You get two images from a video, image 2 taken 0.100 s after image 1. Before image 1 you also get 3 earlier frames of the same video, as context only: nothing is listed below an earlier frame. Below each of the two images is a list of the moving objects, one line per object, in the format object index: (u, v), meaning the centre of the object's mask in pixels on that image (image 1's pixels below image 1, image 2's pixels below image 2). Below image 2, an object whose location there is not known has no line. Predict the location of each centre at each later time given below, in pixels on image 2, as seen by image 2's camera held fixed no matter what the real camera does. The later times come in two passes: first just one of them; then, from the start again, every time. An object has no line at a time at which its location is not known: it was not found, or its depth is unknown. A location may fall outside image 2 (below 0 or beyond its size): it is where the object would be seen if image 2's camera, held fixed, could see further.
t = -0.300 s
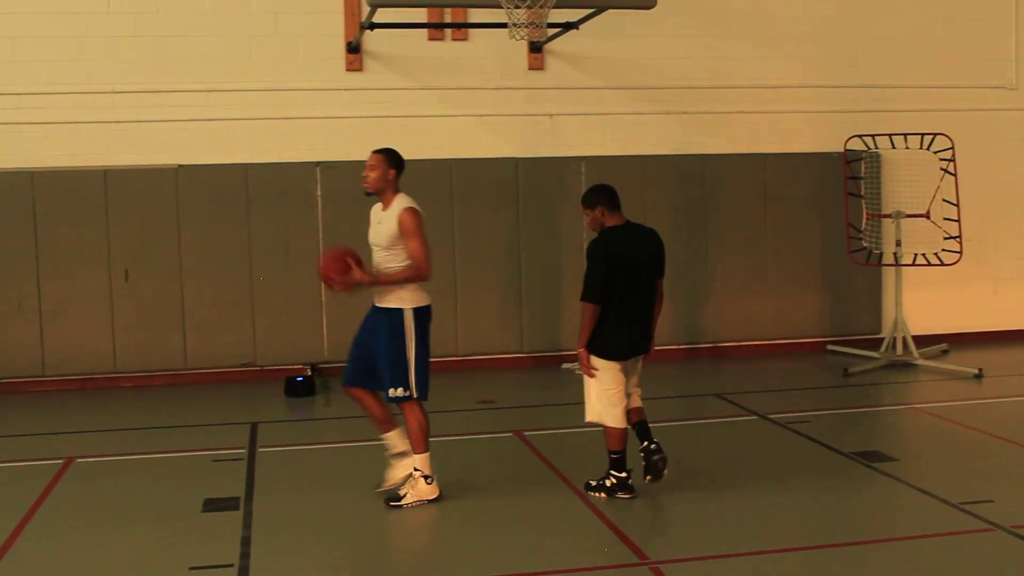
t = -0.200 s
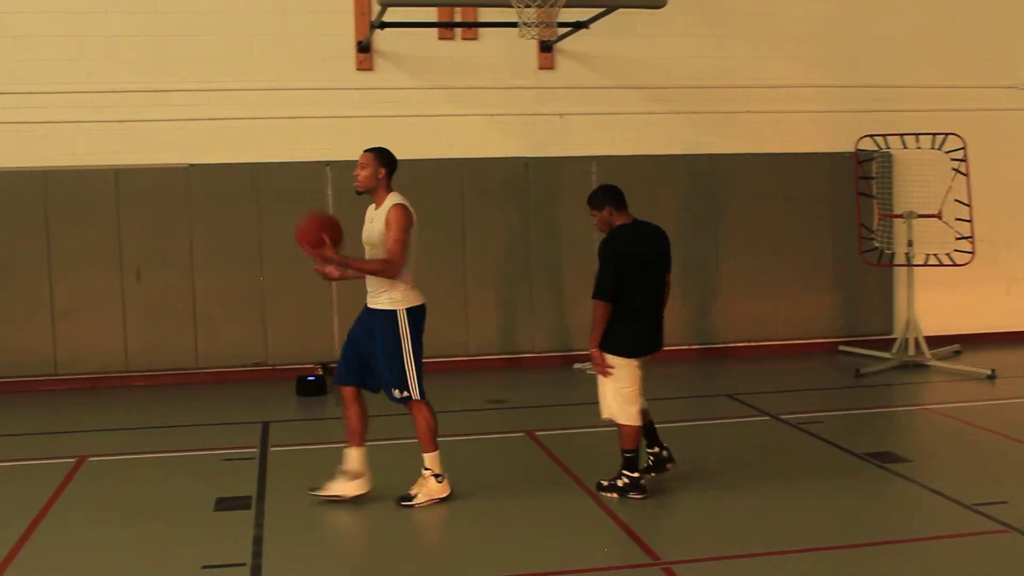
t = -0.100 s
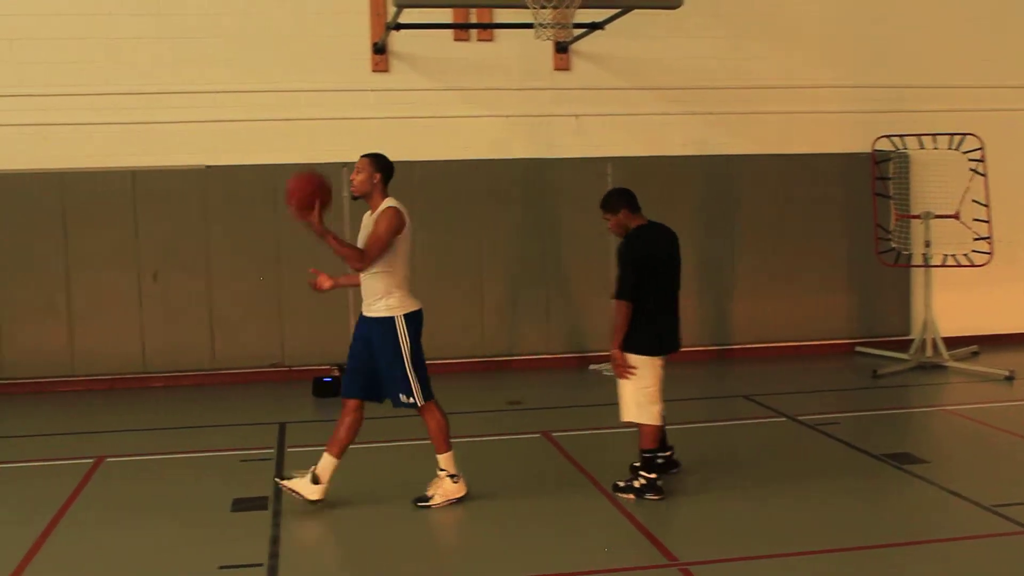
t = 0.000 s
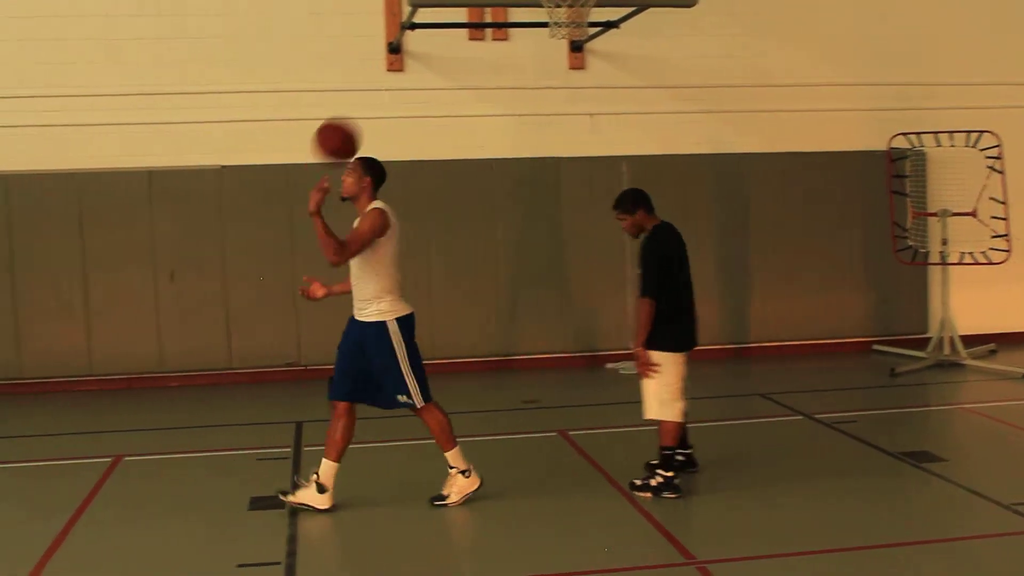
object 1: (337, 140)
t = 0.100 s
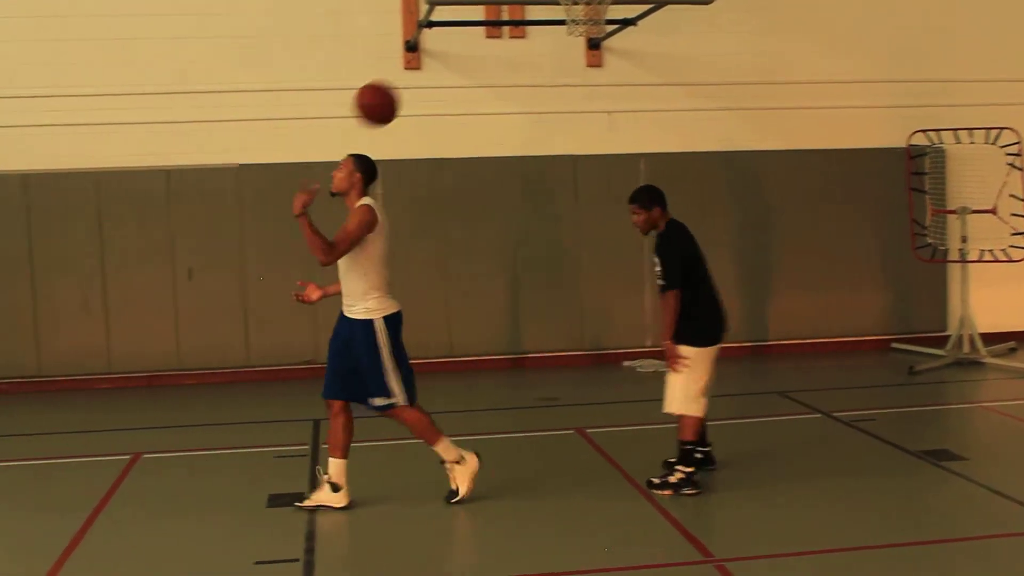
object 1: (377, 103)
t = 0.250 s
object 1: (410, 87)
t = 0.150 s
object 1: (387, 94)
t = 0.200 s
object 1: (398, 89)
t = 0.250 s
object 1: (410, 87)
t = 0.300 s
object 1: (421, 90)
